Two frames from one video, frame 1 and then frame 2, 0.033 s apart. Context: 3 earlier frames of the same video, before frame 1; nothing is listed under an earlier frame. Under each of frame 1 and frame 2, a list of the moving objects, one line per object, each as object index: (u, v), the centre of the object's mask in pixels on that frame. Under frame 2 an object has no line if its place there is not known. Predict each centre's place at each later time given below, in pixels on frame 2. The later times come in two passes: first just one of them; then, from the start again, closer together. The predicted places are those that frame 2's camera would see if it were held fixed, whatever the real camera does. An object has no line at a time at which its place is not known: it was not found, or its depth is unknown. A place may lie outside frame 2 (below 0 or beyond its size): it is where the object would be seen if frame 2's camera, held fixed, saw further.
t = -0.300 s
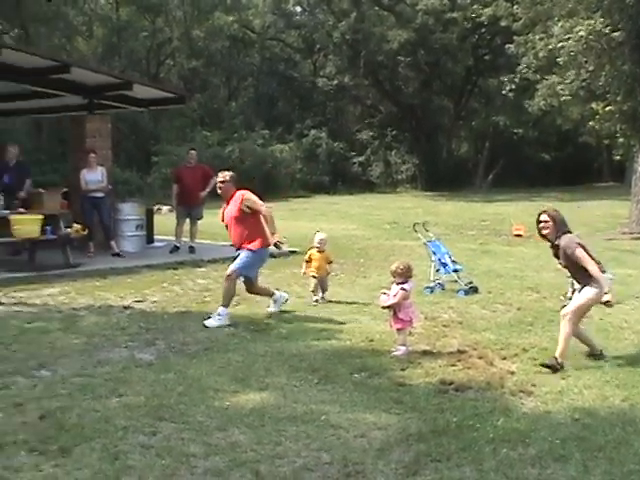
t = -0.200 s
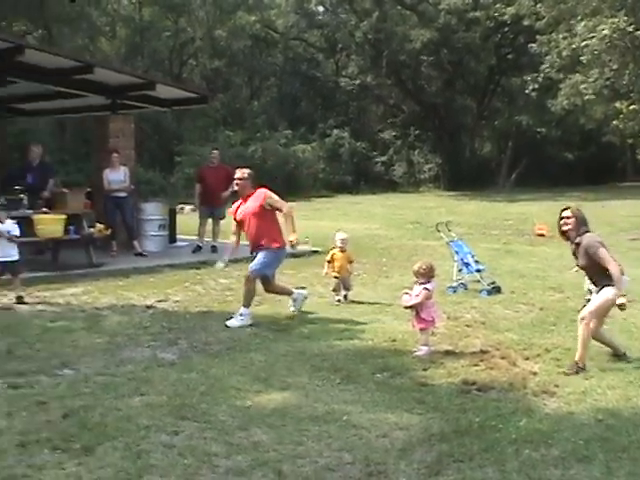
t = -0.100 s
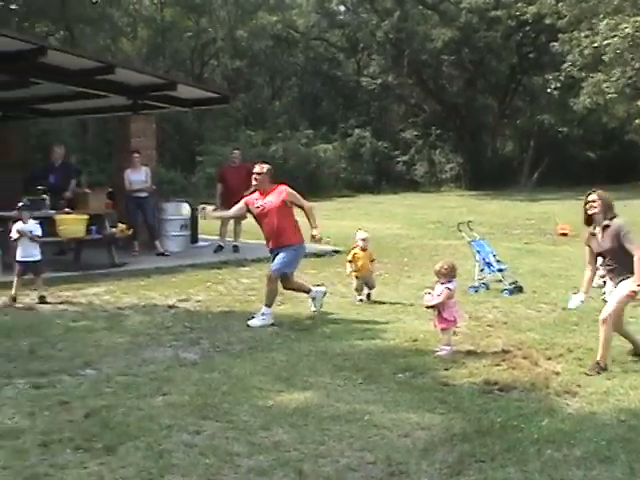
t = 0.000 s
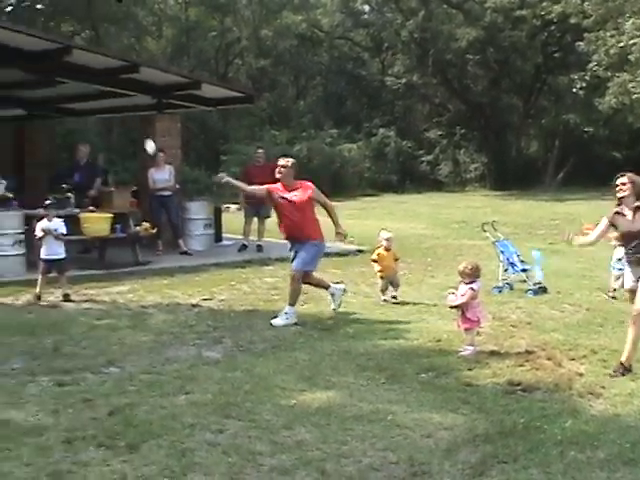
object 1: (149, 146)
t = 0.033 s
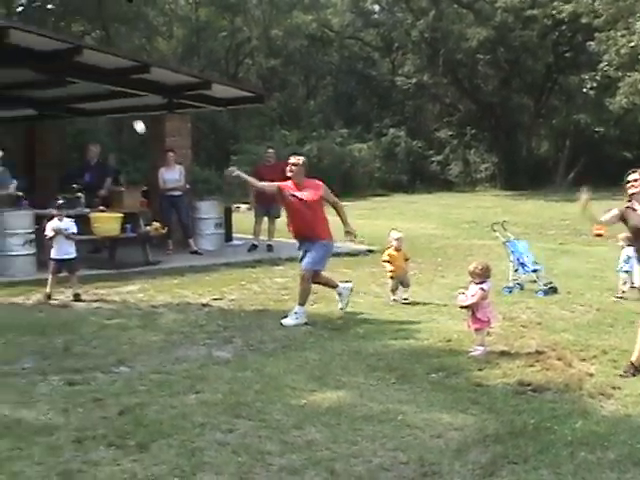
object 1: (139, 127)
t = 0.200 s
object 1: (23, 36)
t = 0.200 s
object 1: (23, 36)
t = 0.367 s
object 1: (-119, -39)
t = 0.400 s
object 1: (-149, -51)
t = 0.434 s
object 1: (-181, -62)
